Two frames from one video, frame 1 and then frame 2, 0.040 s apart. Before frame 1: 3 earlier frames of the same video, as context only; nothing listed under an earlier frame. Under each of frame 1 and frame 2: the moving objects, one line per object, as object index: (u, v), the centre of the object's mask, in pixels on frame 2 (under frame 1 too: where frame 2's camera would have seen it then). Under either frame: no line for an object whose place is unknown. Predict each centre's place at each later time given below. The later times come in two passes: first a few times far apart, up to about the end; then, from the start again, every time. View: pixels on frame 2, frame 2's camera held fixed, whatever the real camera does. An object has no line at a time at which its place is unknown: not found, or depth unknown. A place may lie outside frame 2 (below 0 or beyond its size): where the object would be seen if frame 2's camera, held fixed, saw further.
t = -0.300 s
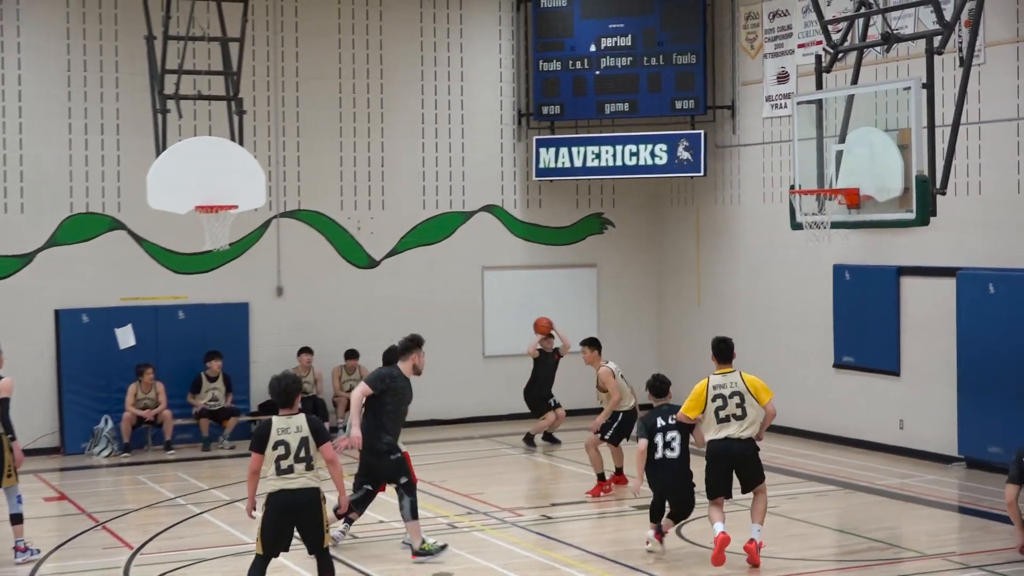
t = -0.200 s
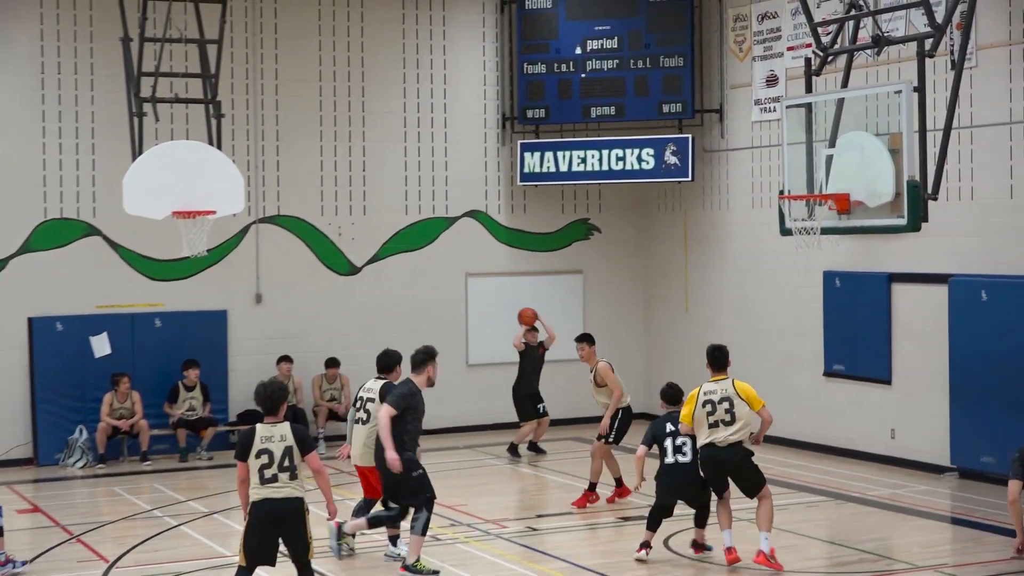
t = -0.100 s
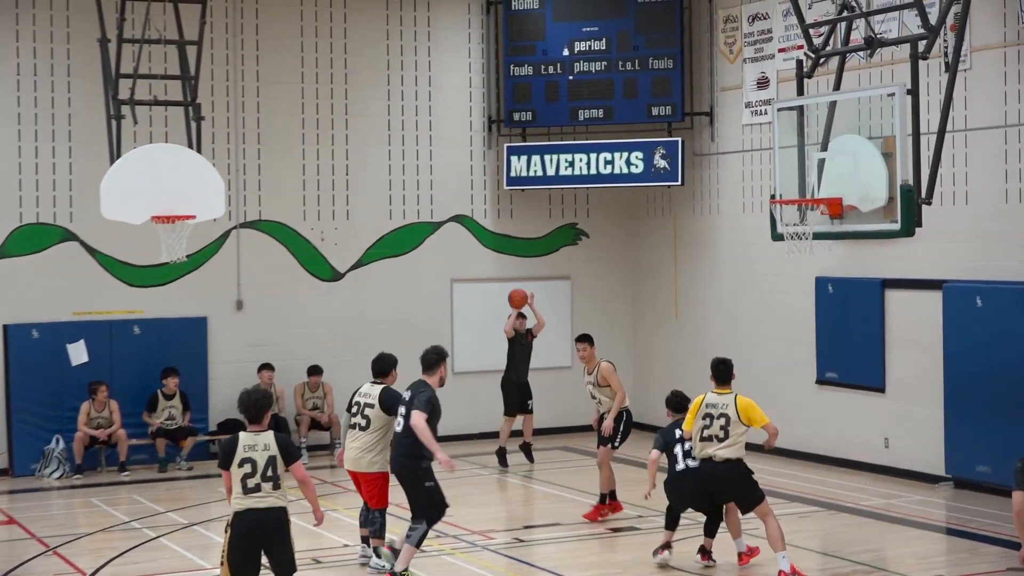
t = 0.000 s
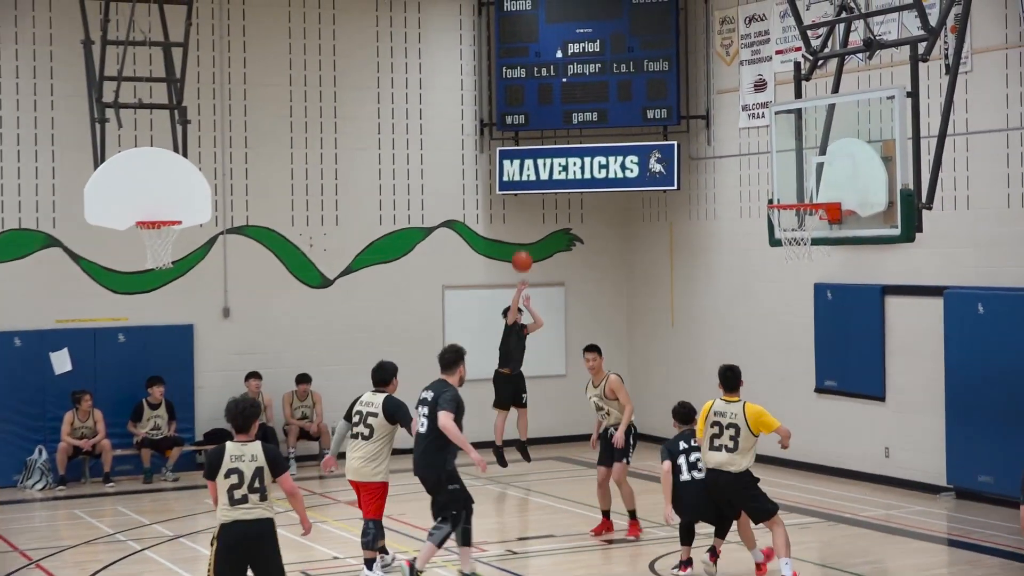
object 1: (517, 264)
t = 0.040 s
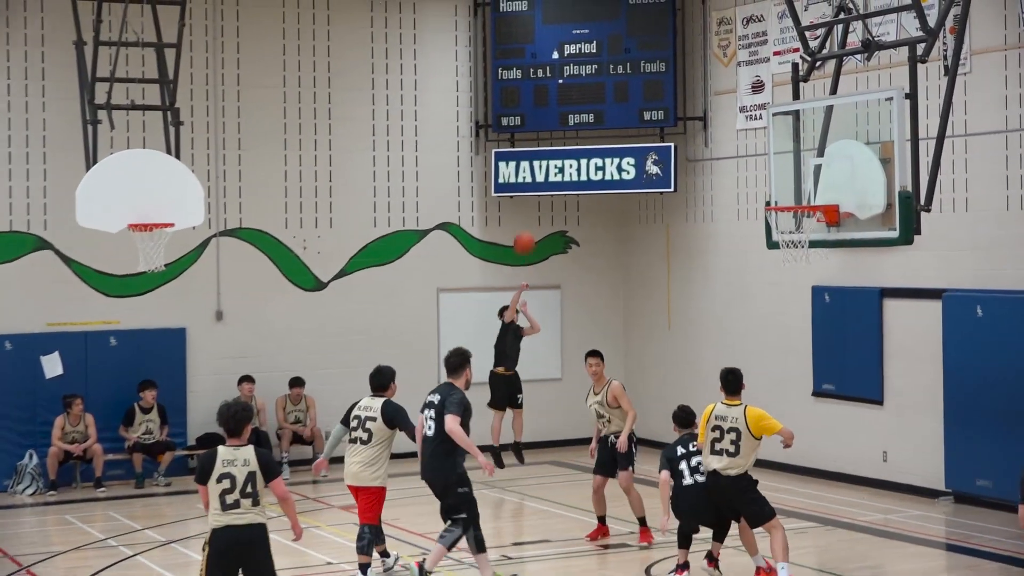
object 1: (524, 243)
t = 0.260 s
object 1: (562, 143)
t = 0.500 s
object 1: (607, 73)
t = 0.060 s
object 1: (527, 232)
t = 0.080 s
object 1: (531, 222)
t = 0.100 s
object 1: (534, 212)
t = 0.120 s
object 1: (537, 203)
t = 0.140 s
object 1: (541, 193)
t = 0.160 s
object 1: (544, 184)
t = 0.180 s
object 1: (548, 176)
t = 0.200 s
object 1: (551, 166)
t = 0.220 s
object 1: (555, 158)
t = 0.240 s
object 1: (558, 150)
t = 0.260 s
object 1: (562, 143)
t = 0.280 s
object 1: (565, 134)
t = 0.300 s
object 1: (569, 128)
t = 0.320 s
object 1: (572, 121)
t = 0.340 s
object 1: (576, 114)
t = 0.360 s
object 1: (580, 108)
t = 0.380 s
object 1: (584, 101)
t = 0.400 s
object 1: (588, 96)
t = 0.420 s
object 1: (592, 91)
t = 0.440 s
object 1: (596, 86)
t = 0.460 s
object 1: (599, 82)
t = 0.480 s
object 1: (603, 78)
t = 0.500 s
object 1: (607, 73)
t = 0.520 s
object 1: (611, 70)
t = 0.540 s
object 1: (616, 65)
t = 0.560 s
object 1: (619, 63)
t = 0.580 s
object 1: (623, 61)
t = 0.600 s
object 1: (628, 58)
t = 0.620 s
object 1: (632, 56)
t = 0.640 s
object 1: (636, 55)
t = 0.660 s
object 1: (641, 54)
